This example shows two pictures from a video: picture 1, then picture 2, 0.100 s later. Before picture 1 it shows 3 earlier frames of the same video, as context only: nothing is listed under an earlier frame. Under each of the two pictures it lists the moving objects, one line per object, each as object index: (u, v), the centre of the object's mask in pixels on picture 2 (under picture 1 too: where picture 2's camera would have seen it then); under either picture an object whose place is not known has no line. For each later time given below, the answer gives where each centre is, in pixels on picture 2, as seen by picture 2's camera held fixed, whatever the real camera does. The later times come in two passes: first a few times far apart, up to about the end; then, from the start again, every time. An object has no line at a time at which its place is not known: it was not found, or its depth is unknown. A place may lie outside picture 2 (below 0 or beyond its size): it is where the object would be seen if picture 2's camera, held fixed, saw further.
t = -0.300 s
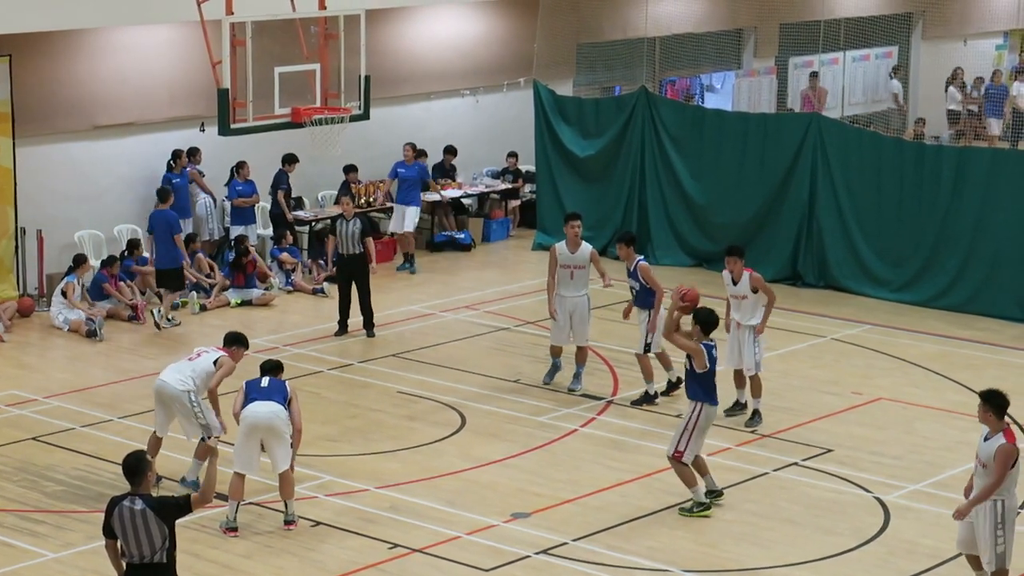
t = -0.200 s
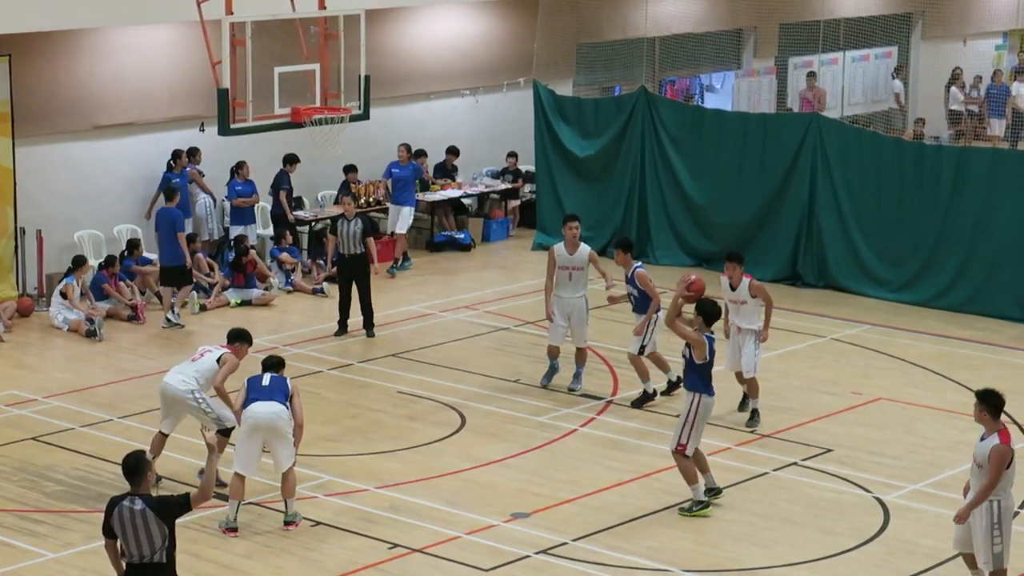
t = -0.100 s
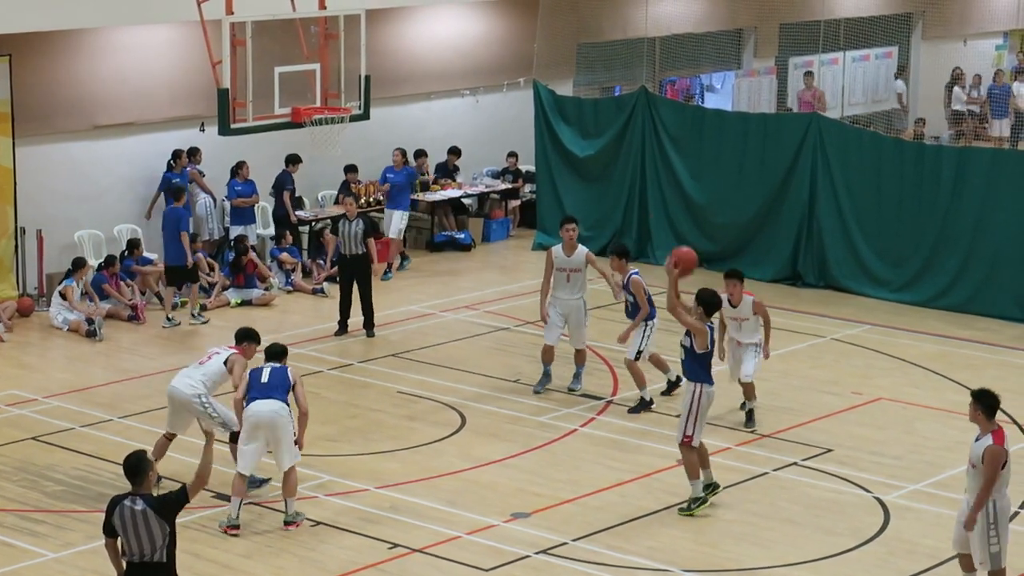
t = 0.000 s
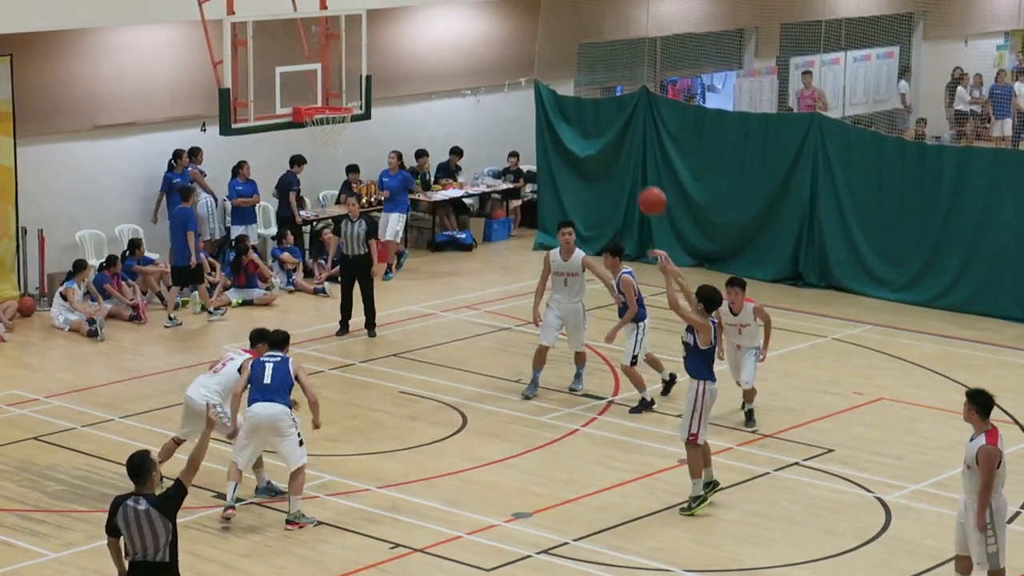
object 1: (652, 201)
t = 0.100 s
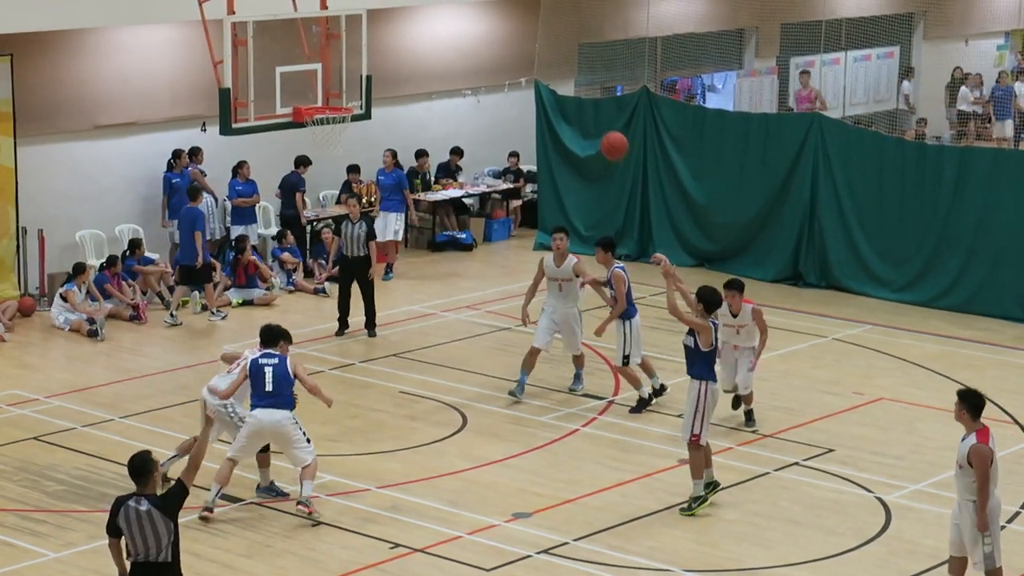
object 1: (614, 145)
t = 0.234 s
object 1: (564, 90)
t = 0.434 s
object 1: (493, 47)
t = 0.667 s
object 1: (415, 51)
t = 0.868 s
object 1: (353, 98)
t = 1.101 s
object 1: (322, 76)
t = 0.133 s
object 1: (602, 130)
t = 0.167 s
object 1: (589, 116)
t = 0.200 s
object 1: (576, 102)
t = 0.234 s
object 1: (564, 90)
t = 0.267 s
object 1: (552, 80)
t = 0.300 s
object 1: (540, 71)
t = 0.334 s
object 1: (528, 64)
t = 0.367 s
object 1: (516, 56)
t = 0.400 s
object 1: (505, 51)
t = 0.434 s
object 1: (493, 47)
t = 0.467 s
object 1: (482, 44)
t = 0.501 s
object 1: (470, 42)
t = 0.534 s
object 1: (459, 41)
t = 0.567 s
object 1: (448, 42)
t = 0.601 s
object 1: (437, 44)
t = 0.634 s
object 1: (426, 46)
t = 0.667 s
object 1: (415, 51)
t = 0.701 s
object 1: (404, 56)
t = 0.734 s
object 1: (394, 62)
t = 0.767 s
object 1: (383, 69)
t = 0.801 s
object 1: (373, 78)
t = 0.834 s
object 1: (363, 87)
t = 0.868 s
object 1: (353, 98)
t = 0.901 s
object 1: (348, 93)
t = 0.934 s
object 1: (344, 88)
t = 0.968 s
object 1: (339, 83)
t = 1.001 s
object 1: (335, 80)
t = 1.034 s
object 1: (331, 77)
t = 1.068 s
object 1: (326, 76)
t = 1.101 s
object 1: (322, 76)
